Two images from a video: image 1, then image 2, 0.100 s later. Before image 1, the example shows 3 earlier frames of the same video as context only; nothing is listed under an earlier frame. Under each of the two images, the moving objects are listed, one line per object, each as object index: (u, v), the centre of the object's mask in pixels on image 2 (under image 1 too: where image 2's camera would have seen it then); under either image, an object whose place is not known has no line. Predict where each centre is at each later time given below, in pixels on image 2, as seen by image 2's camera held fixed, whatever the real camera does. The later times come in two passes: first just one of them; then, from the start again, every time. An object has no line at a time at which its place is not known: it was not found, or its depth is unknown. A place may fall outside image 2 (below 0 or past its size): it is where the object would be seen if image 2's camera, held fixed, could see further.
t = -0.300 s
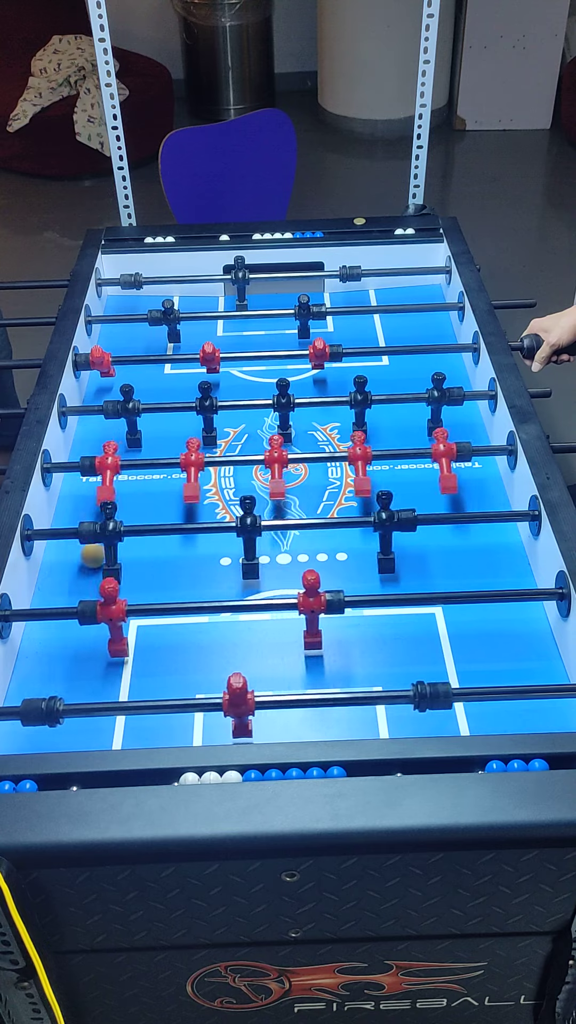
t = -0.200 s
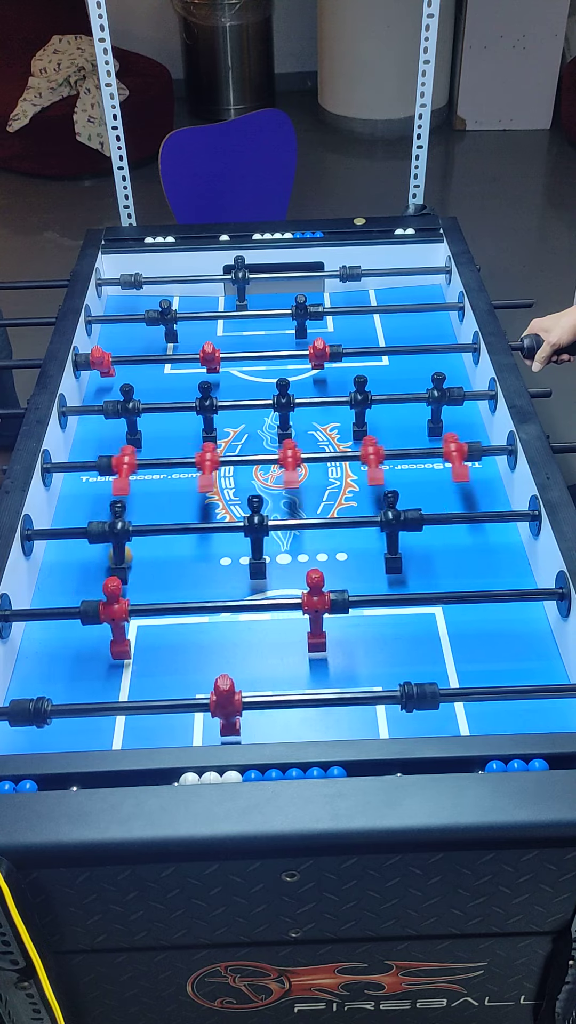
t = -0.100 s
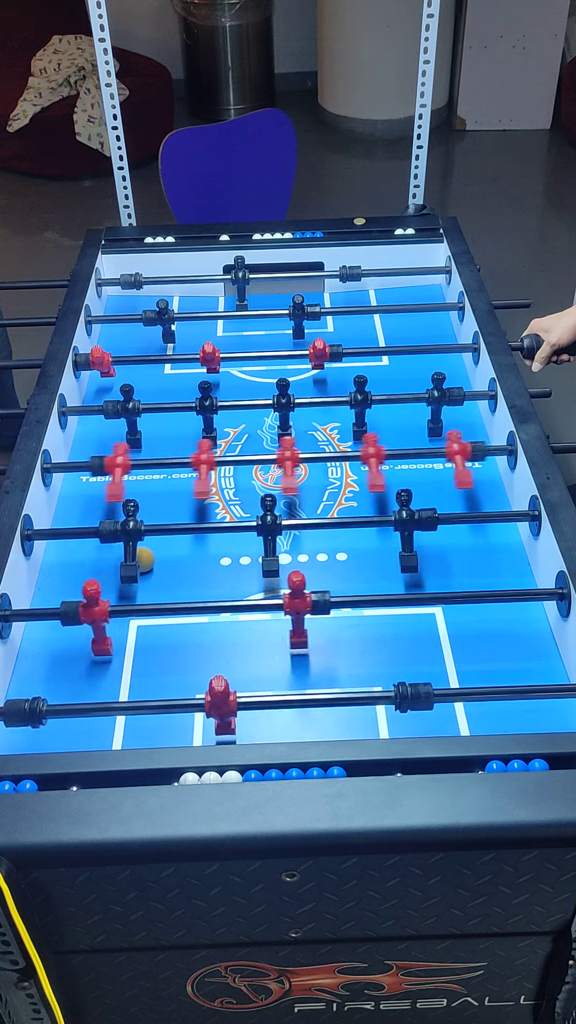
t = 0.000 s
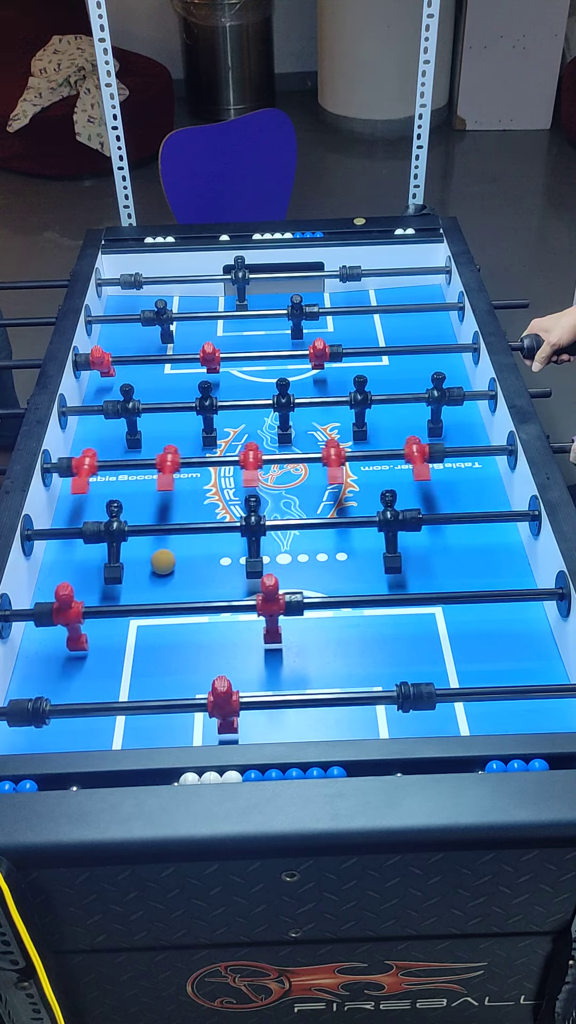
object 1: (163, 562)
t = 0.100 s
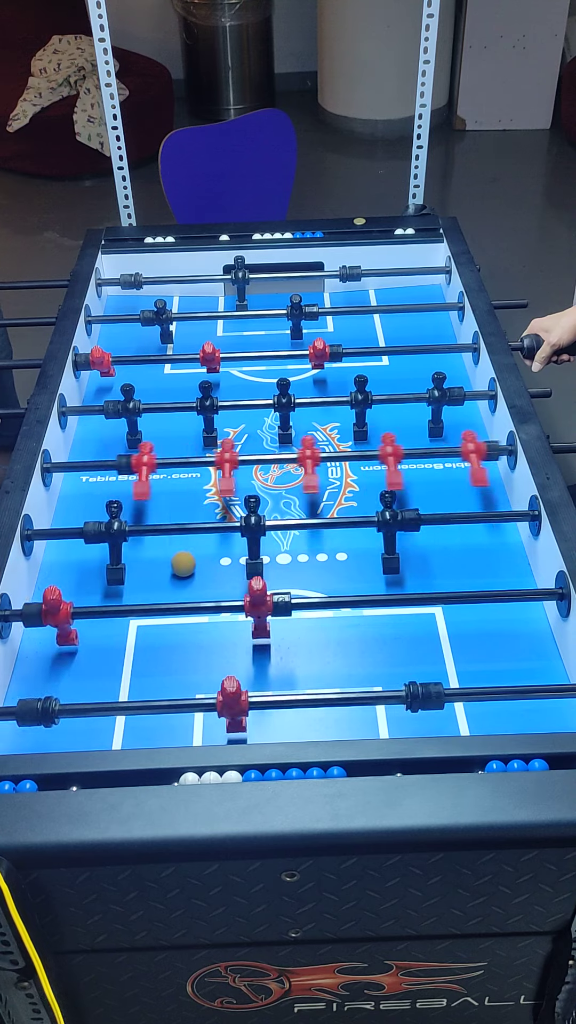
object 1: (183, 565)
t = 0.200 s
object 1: (203, 567)
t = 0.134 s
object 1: (189, 566)
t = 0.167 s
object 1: (196, 566)
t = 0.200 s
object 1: (203, 567)
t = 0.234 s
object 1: (209, 568)
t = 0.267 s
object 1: (216, 569)
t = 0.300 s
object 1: (223, 569)
